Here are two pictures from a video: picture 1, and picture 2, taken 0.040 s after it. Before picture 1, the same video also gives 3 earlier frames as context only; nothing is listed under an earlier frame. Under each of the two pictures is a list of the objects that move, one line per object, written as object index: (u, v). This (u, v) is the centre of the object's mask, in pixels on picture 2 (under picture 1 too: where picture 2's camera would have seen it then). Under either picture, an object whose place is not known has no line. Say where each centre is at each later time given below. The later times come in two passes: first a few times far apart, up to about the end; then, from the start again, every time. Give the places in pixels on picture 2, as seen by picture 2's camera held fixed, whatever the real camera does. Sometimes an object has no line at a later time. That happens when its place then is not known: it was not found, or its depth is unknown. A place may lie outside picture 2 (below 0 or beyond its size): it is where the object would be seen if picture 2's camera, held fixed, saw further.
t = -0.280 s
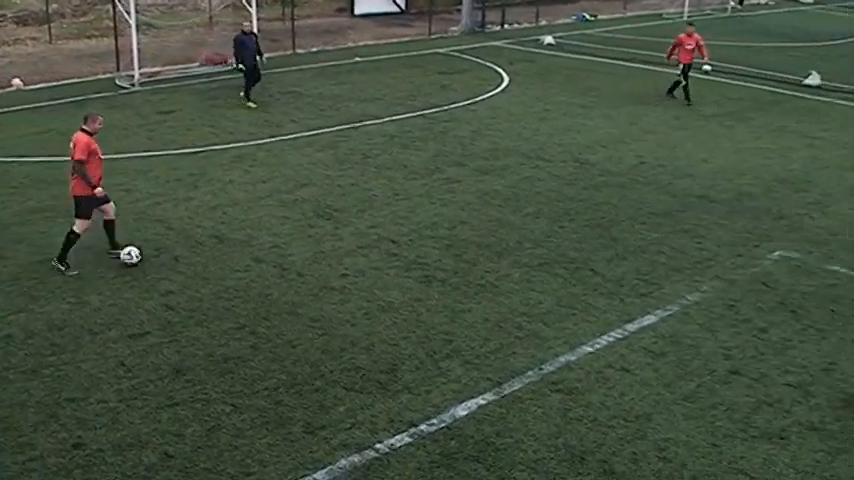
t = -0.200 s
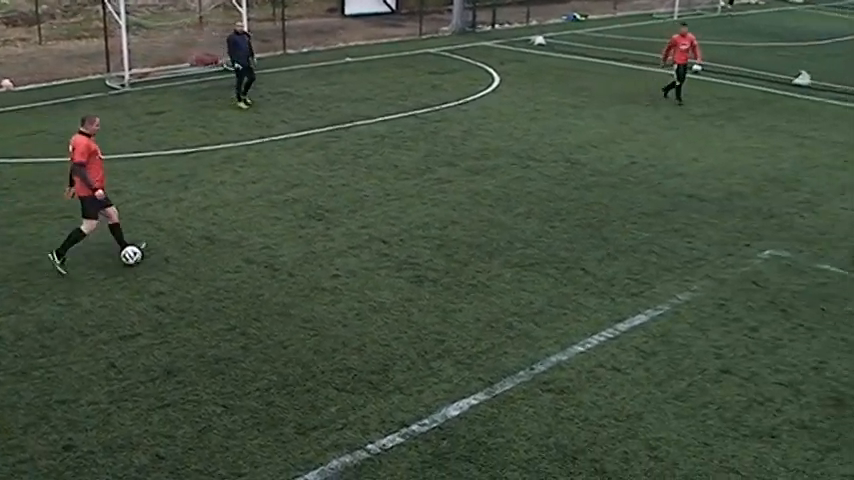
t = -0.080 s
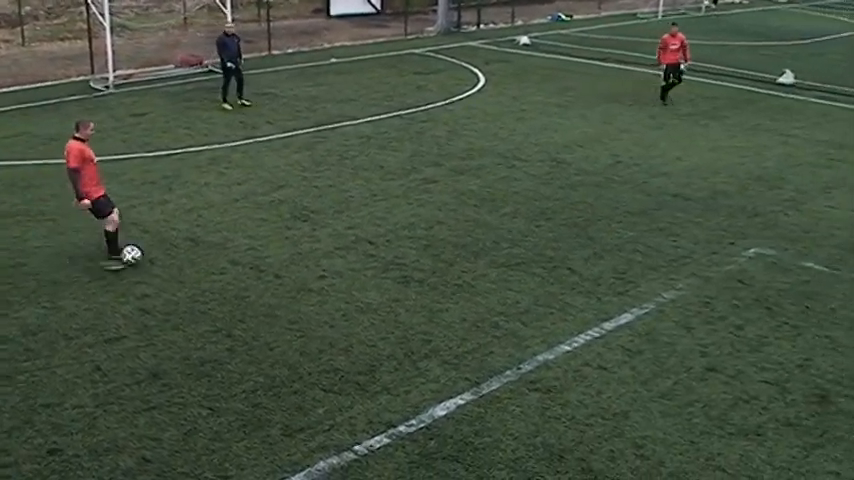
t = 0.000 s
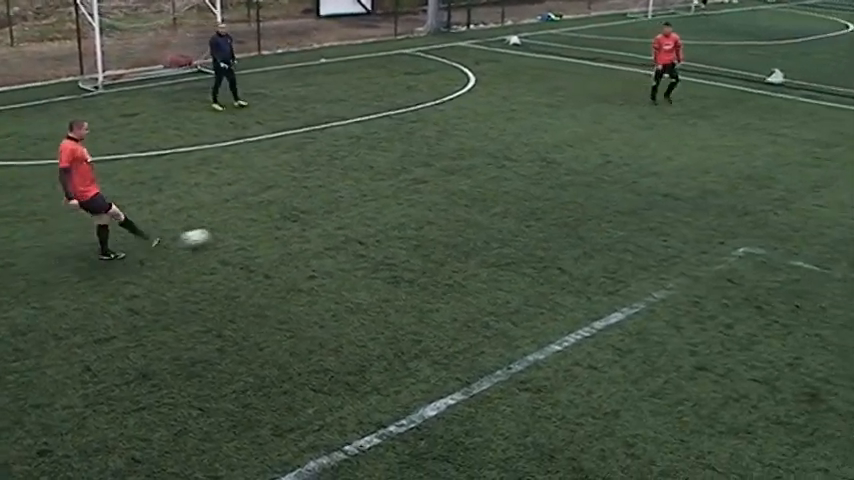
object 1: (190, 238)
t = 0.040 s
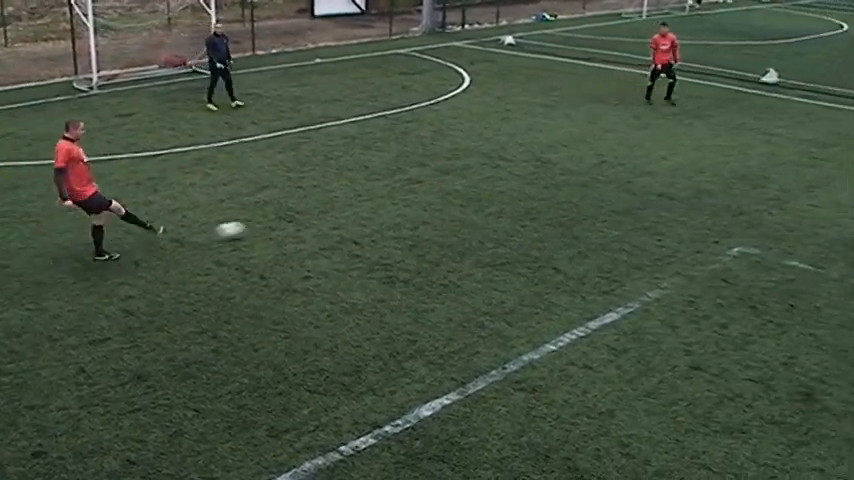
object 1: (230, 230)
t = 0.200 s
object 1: (367, 204)
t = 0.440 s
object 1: (515, 174)
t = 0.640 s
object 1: (602, 155)
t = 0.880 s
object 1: (676, 140)
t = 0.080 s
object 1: (267, 223)
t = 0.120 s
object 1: (303, 215)
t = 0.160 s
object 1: (336, 209)
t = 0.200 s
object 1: (367, 204)
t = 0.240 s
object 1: (396, 197)
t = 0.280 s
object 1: (422, 192)
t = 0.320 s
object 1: (449, 188)
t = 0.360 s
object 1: (471, 182)
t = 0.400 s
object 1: (495, 178)
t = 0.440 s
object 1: (515, 174)
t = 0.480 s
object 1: (534, 169)
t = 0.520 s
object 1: (554, 166)
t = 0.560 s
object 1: (571, 161)
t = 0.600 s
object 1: (587, 158)
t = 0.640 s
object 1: (602, 155)
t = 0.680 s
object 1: (616, 152)
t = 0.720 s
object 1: (630, 148)
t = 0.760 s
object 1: (642, 146)
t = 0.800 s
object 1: (655, 144)
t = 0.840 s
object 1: (666, 141)
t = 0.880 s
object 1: (676, 140)
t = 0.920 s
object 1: (686, 137)
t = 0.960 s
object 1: (695, 135)
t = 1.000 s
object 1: (704, 134)
